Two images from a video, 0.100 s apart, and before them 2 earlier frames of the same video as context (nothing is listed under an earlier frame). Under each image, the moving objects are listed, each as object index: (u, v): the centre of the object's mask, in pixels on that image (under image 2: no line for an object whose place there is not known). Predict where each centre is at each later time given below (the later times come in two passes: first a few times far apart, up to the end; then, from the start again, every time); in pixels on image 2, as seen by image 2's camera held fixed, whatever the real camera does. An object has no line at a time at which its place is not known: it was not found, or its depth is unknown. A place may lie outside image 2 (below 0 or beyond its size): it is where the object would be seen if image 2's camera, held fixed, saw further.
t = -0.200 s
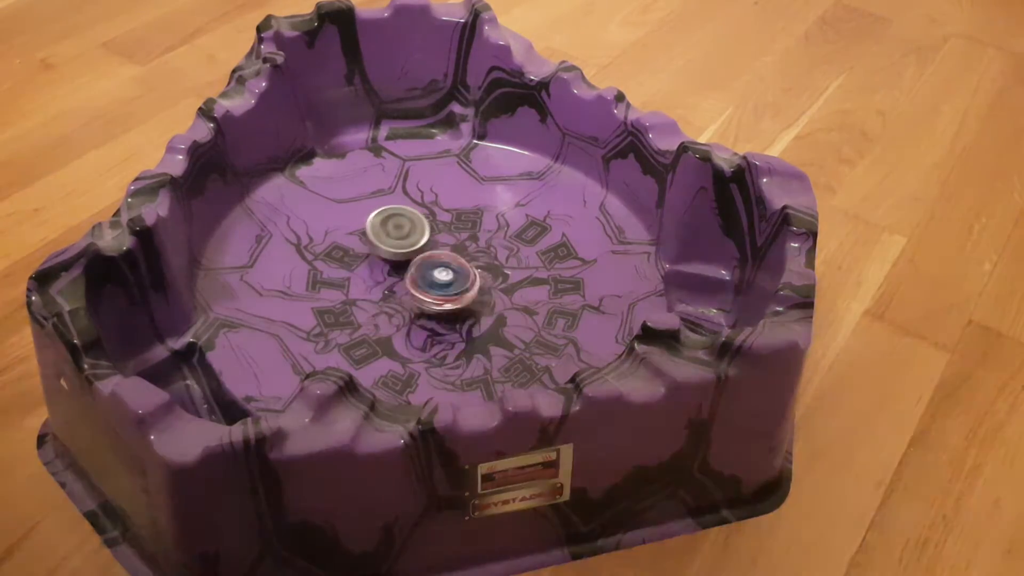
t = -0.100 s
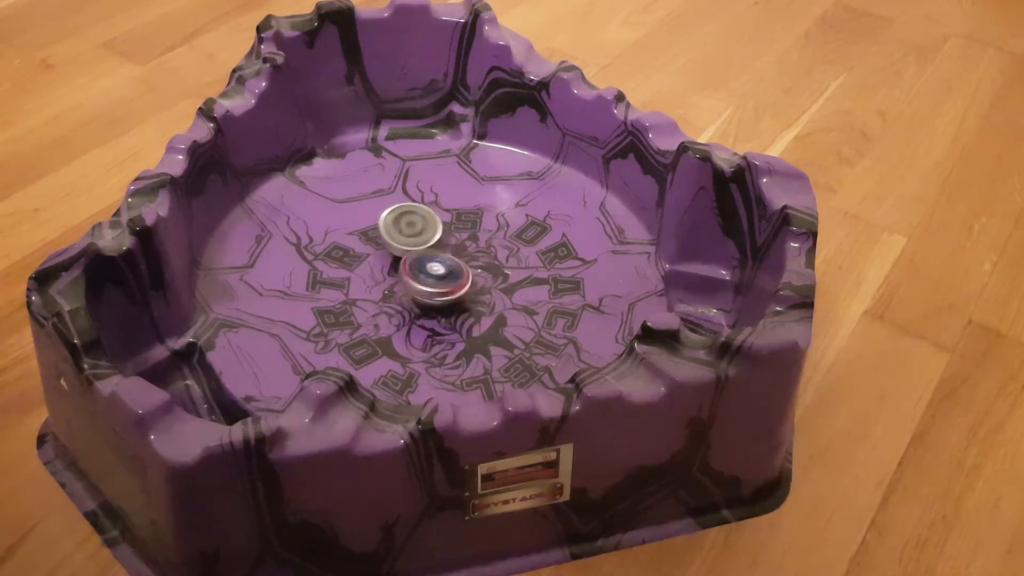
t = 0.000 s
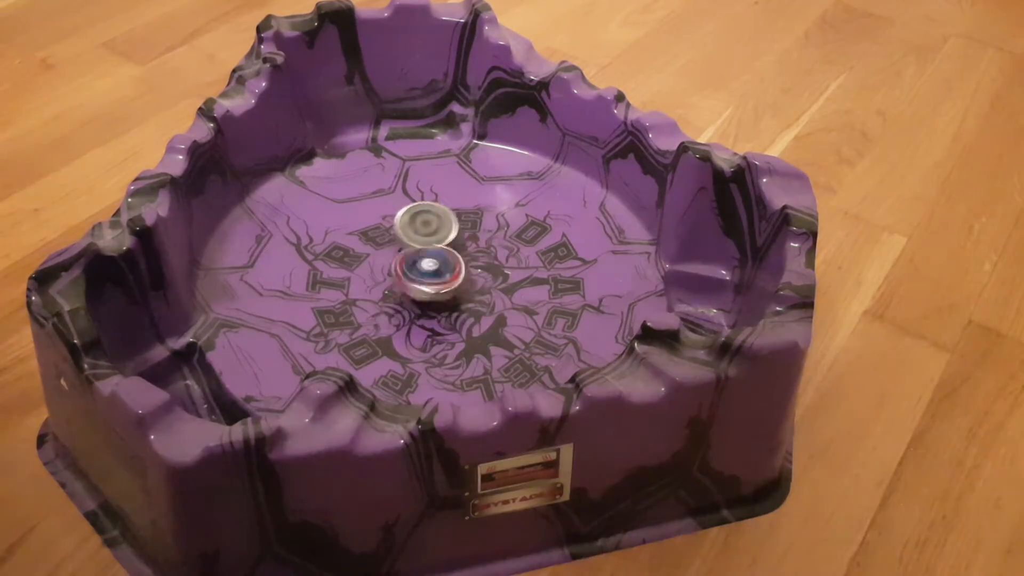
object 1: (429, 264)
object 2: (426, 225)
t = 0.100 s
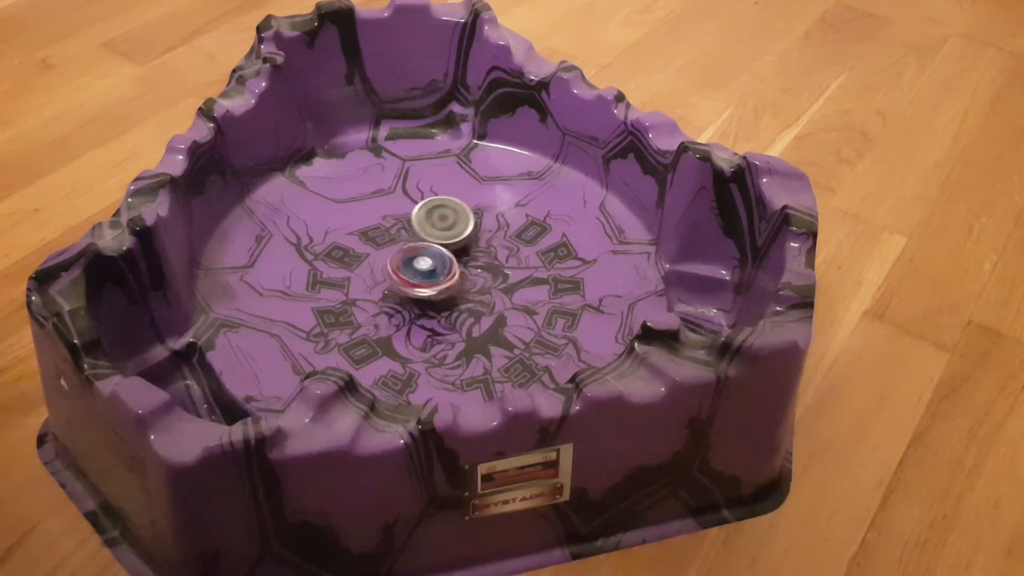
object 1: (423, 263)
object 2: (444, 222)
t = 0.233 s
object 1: (418, 261)
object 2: (459, 221)
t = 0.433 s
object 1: (417, 260)
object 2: (480, 224)
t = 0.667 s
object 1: (426, 256)
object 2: (498, 235)
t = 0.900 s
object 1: (425, 250)
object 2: (508, 257)
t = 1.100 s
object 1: (425, 249)
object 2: (508, 279)
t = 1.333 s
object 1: (433, 250)
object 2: (502, 301)
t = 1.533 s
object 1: (432, 249)
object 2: (480, 312)
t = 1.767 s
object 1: (433, 253)
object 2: (443, 319)
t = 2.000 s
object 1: (434, 253)
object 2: (412, 321)
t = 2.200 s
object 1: (435, 255)
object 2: (392, 313)
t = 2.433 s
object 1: (441, 259)
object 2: (372, 292)
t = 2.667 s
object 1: (474, 257)
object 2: (337, 276)
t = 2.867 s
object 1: (472, 258)
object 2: (331, 261)
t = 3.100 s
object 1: (468, 261)
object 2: (339, 245)
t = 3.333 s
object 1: (469, 261)
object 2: (367, 234)
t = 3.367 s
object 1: (468, 261)
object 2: (372, 234)
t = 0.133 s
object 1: (420, 262)
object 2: (448, 221)
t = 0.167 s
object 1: (419, 262)
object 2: (452, 220)
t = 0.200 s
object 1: (419, 261)
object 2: (455, 221)
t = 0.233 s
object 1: (418, 261)
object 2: (459, 221)
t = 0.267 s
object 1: (418, 262)
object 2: (463, 221)
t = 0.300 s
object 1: (416, 261)
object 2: (467, 222)
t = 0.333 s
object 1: (416, 261)
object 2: (470, 222)
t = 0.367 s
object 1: (415, 260)
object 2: (473, 222)
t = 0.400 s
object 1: (419, 260)
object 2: (477, 223)
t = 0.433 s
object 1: (417, 260)
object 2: (480, 224)
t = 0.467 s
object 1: (419, 260)
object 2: (484, 225)
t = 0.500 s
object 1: (420, 260)
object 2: (486, 226)
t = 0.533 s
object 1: (421, 260)
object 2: (489, 227)
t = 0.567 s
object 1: (423, 258)
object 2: (492, 229)
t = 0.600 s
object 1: (425, 258)
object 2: (494, 230)
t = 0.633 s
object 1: (427, 257)
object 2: (496, 233)
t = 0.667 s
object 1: (426, 256)
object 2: (498, 235)
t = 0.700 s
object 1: (428, 254)
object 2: (500, 237)
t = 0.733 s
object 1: (428, 253)
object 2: (502, 240)
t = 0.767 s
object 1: (429, 251)
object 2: (503, 243)
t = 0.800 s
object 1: (427, 250)
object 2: (505, 247)
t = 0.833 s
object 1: (429, 250)
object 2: (506, 250)
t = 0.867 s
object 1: (426, 250)
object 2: (507, 254)
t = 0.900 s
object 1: (425, 250)
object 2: (508, 257)
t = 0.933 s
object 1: (425, 248)
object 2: (508, 261)
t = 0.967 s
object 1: (426, 248)
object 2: (509, 265)
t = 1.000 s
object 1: (424, 249)
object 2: (509, 268)
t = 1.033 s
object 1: (427, 248)
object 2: (509, 272)
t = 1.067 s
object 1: (424, 249)
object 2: (508, 276)
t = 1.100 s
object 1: (425, 249)
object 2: (508, 279)
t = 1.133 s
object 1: (424, 249)
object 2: (508, 283)
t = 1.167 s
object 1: (427, 250)
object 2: (507, 287)
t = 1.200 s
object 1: (428, 251)
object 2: (507, 290)
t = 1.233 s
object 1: (431, 251)
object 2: (506, 293)
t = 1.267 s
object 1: (430, 252)
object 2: (505, 296)
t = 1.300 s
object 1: (432, 251)
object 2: (504, 298)
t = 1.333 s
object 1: (433, 250)
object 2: (502, 301)
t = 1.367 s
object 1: (435, 250)
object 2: (499, 303)
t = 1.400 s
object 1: (433, 250)
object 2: (496, 305)
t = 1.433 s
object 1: (435, 249)
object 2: (491, 307)
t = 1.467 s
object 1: (434, 250)
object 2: (488, 308)
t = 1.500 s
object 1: (433, 248)
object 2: (484, 310)
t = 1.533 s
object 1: (432, 249)
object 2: (480, 312)
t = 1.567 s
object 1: (432, 249)
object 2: (475, 313)
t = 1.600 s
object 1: (432, 249)
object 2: (471, 315)
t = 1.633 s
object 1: (431, 251)
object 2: (466, 316)
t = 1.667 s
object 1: (434, 250)
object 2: (459, 317)
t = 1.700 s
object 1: (433, 253)
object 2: (455, 318)
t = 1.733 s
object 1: (433, 252)
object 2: (449, 319)
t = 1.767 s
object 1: (433, 253)
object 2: (443, 319)
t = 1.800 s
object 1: (433, 253)
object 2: (438, 320)
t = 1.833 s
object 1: (436, 252)
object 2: (433, 320)
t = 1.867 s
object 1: (434, 253)
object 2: (428, 321)
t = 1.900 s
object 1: (435, 253)
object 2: (424, 321)
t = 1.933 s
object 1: (435, 253)
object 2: (420, 321)
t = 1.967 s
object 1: (433, 253)
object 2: (416, 321)
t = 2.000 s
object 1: (434, 253)
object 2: (412, 321)
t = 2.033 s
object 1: (433, 254)
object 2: (408, 320)
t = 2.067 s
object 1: (433, 254)
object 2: (405, 320)
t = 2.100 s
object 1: (434, 254)
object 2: (402, 318)
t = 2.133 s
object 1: (435, 255)
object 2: (399, 317)
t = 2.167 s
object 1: (432, 255)
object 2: (395, 315)
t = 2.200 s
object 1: (435, 255)
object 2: (392, 313)
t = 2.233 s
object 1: (435, 256)
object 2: (389, 311)
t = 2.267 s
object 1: (435, 257)
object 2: (386, 308)
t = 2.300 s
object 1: (434, 256)
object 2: (384, 306)
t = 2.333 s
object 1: (437, 256)
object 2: (382, 303)
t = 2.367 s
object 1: (438, 258)
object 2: (381, 299)
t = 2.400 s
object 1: (438, 258)
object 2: (379, 296)
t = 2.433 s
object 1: (441, 259)
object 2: (372, 292)
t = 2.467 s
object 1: (449, 262)
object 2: (362, 291)
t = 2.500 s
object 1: (454, 258)
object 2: (355, 288)
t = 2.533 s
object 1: (461, 263)
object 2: (349, 286)
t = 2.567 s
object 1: (467, 262)
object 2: (345, 283)
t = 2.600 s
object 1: (472, 262)
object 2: (342, 281)
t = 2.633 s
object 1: (474, 259)
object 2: (339, 279)
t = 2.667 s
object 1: (474, 257)
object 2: (337, 276)
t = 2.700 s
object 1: (474, 254)
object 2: (335, 274)
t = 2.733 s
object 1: (475, 254)
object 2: (334, 271)
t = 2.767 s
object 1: (473, 253)
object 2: (333, 269)
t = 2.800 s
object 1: (474, 256)
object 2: (332, 266)
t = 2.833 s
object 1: (474, 257)
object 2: (331, 263)
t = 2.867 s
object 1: (472, 258)
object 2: (331, 261)
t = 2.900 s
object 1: (471, 259)
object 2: (331, 258)
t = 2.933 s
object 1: (469, 260)
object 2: (331, 256)
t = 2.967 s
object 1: (468, 261)
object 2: (332, 253)
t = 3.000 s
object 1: (467, 261)
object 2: (333, 251)
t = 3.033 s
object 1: (467, 261)
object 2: (335, 249)
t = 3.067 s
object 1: (466, 260)
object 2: (337, 247)
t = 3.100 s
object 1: (468, 261)
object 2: (339, 245)
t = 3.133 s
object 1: (469, 261)
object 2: (343, 242)
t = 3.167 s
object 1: (469, 261)
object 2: (346, 241)
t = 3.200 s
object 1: (469, 260)
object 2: (350, 239)
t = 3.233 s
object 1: (469, 260)
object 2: (354, 237)
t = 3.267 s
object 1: (469, 260)
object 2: (358, 236)
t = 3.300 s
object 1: (469, 260)
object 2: (363, 235)
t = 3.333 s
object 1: (469, 261)
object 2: (367, 234)
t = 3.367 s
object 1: (468, 261)
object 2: (372, 234)
